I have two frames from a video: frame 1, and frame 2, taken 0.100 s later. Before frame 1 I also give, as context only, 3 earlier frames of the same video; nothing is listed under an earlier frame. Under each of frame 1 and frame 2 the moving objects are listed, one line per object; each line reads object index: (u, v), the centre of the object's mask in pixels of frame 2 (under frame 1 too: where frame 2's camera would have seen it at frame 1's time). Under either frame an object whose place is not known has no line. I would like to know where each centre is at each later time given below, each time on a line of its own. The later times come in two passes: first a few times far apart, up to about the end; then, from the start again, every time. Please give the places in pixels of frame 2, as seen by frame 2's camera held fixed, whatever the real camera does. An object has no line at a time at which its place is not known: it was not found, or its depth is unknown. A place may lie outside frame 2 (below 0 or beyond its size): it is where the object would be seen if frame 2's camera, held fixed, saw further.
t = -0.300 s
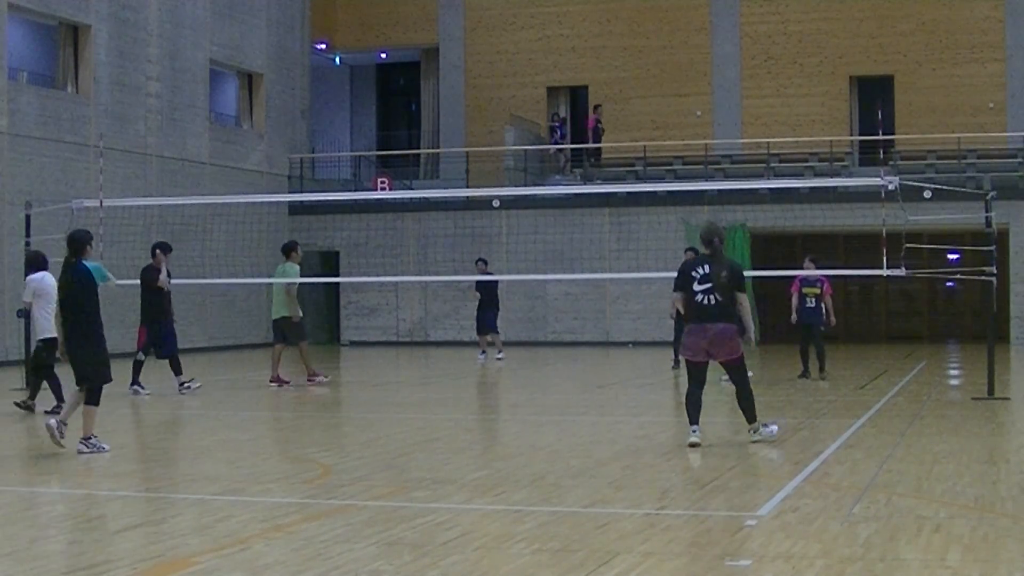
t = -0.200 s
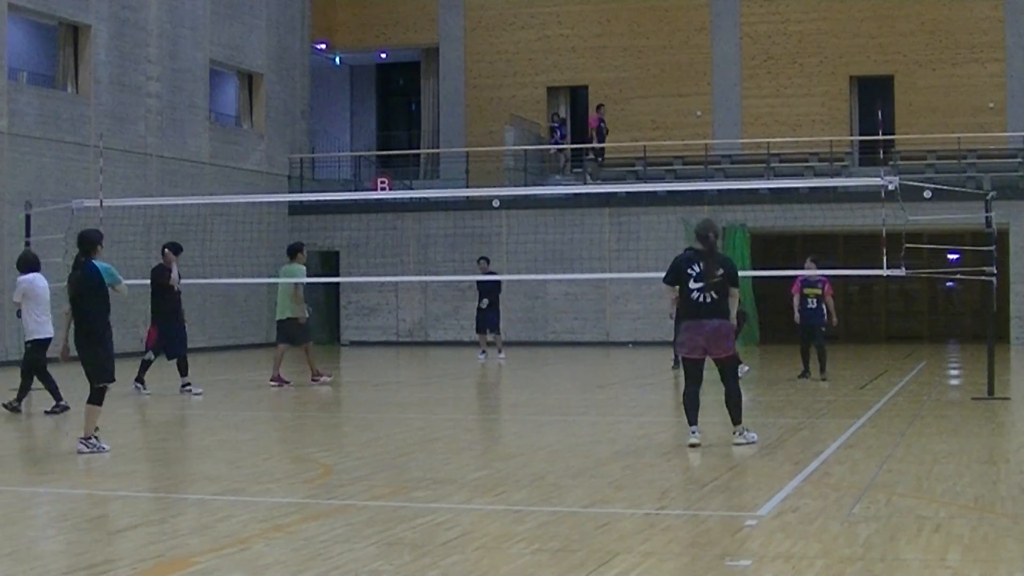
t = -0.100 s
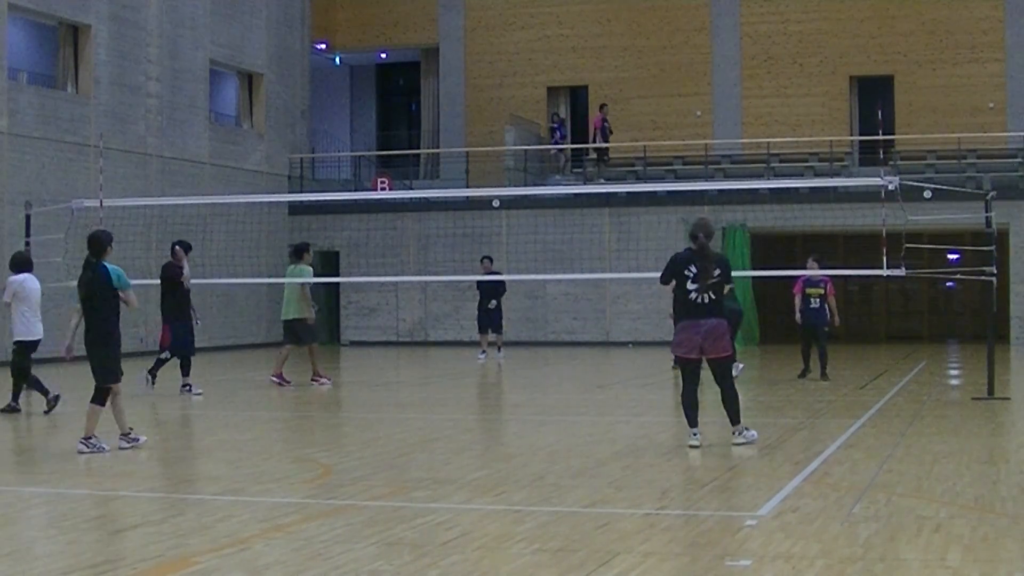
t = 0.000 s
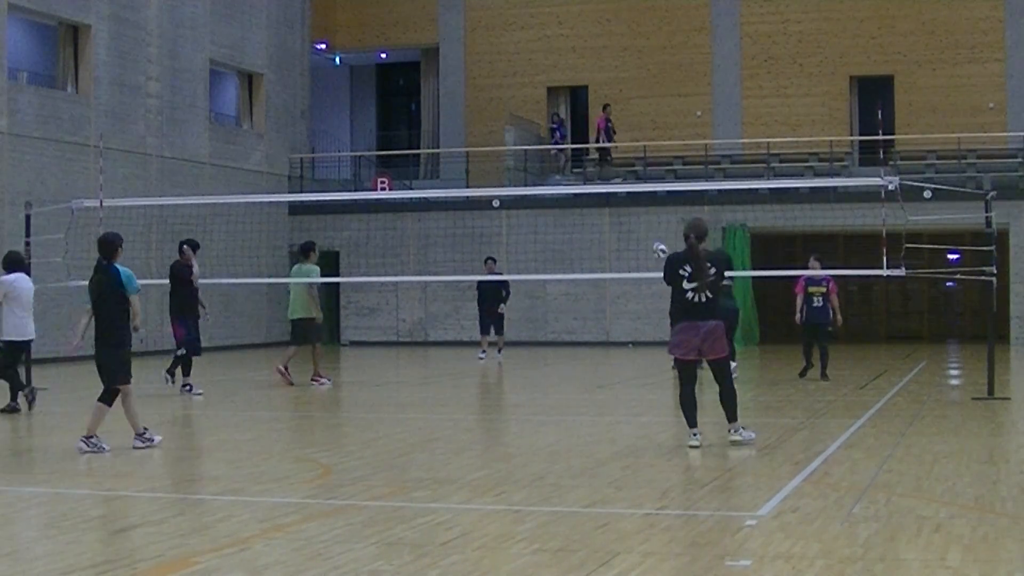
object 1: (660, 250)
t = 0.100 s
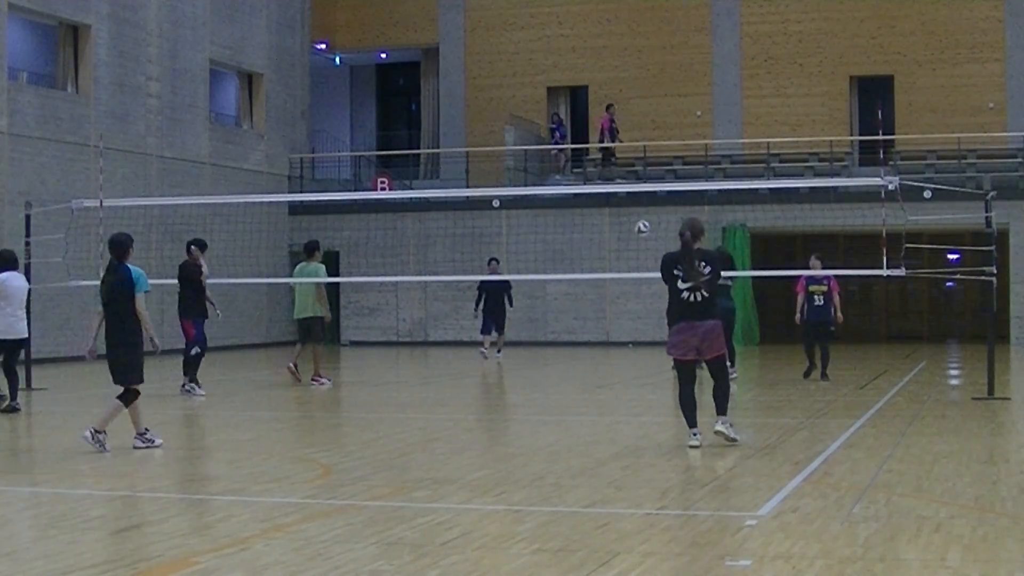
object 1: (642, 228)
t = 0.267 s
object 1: (614, 211)
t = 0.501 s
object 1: (577, 219)
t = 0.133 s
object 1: (636, 222)
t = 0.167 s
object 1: (630, 218)
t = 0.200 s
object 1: (624, 215)
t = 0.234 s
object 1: (620, 212)
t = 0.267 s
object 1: (614, 211)
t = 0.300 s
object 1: (609, 210)
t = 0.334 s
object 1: (603, 210)
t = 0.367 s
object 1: (599, 210)
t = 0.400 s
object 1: (594, 211)
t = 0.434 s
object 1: (588, 213)
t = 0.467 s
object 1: (583, 216)
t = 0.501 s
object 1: (577, 219)
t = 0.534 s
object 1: (573, 222)
